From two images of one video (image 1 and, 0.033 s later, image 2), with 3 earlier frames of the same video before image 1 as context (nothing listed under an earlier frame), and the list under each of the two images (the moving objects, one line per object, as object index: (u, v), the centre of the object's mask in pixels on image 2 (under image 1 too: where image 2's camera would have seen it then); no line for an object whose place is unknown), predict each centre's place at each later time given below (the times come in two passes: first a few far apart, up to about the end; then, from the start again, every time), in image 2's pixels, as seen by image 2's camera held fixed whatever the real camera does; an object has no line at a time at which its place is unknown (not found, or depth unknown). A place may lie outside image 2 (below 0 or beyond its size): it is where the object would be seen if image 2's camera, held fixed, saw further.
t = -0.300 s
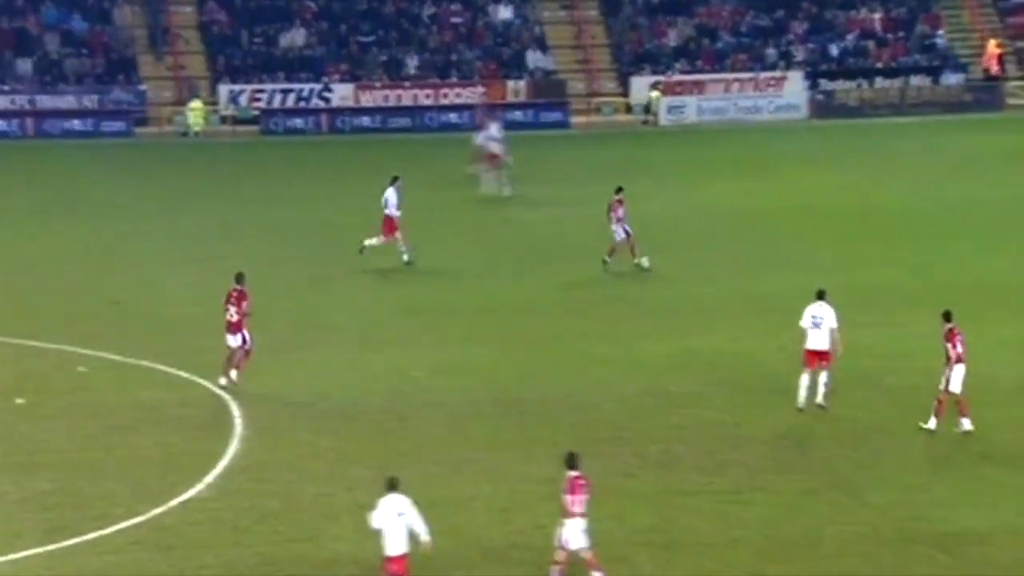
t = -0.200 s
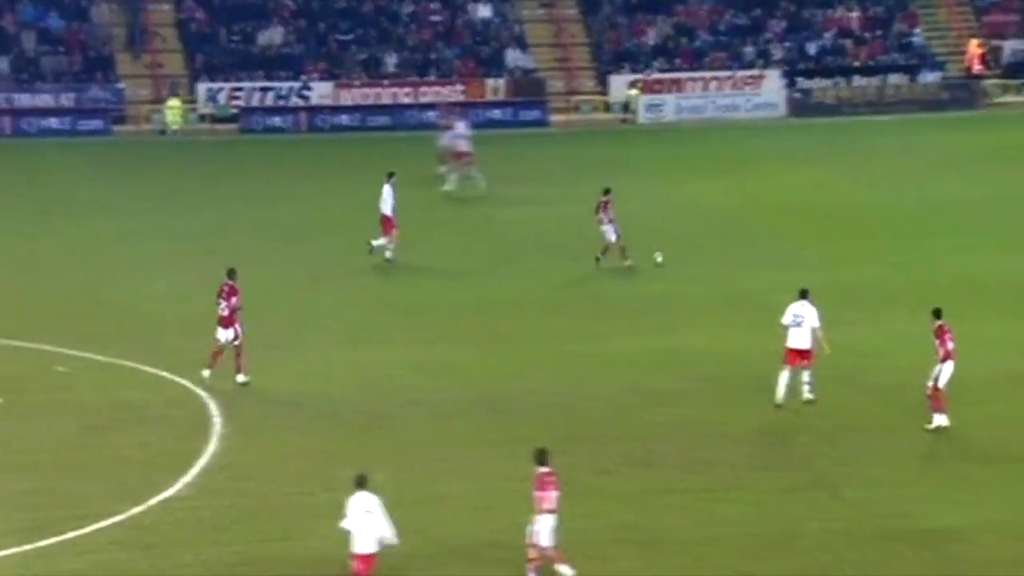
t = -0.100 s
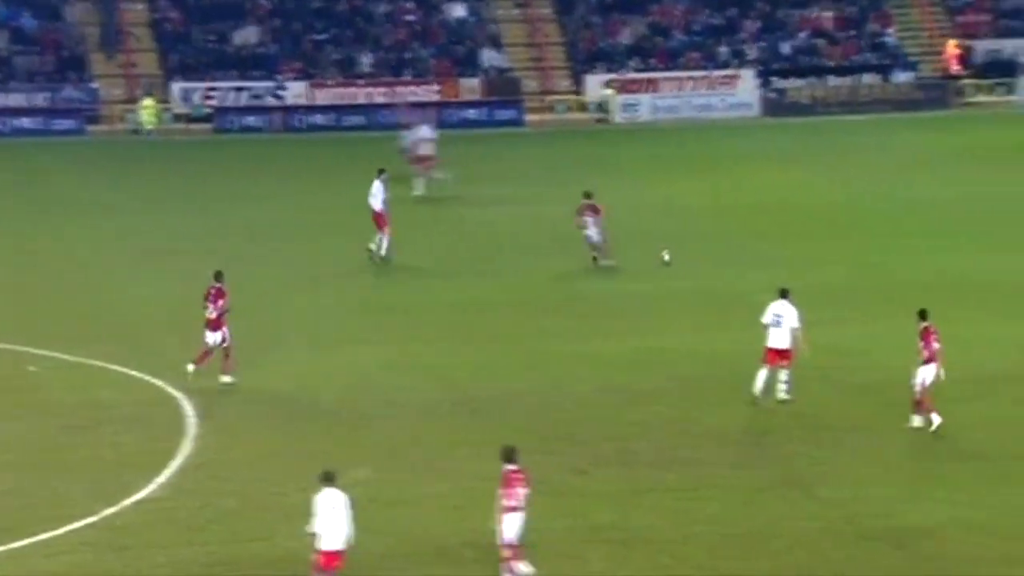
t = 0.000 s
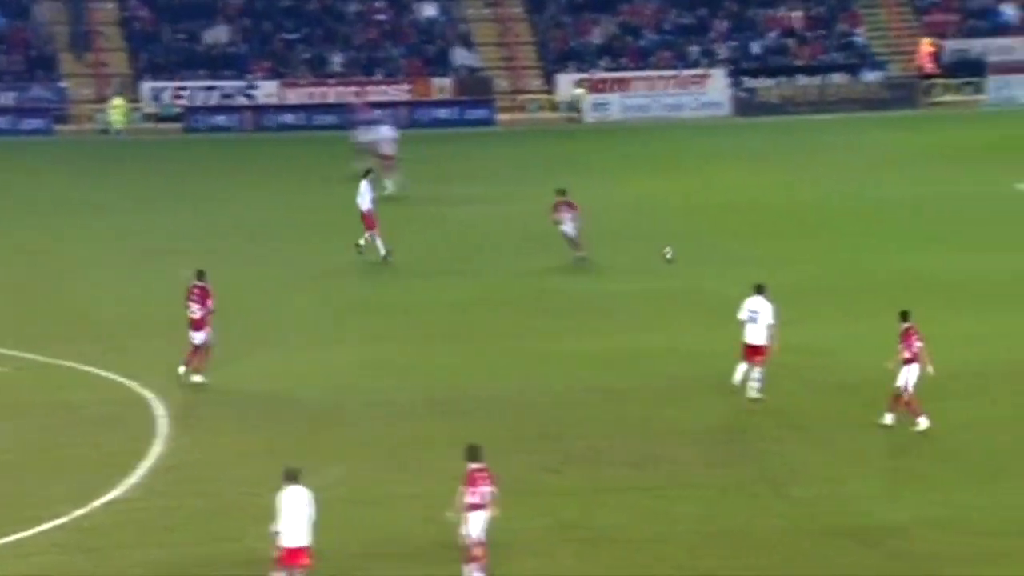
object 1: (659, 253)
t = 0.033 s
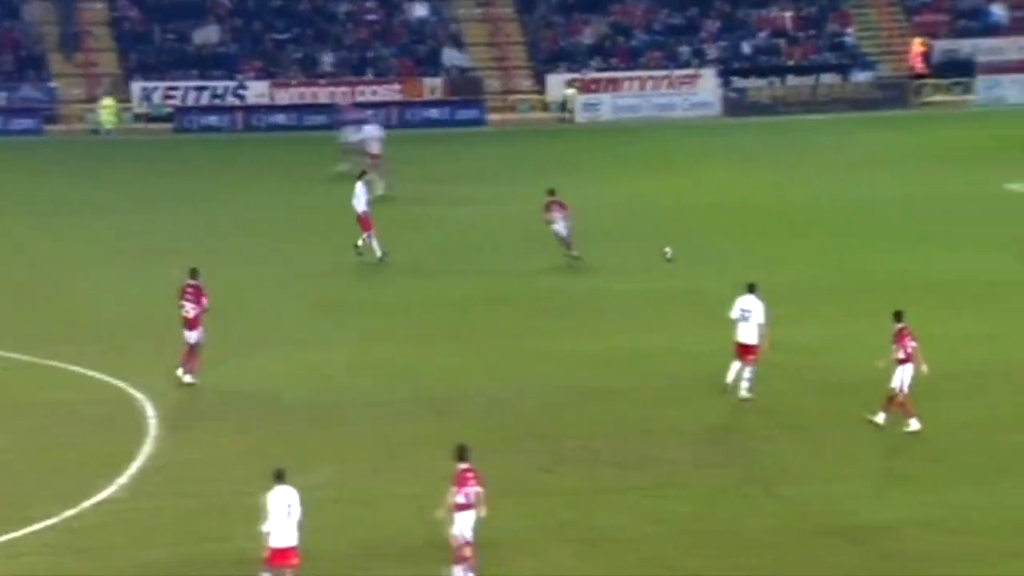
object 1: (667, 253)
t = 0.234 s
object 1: (722, 250)
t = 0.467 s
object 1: (777, 246)
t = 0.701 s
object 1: (825, 241)
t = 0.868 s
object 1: (852, 241)
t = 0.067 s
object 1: (678, 252)
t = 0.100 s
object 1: (686, 252)
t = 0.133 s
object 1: (696, 251)
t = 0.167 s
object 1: (705, 251)
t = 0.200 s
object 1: (715, 250)
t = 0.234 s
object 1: (722, 250)
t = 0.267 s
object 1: (731, 249)
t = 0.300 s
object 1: (739, 247)
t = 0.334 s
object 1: (747, 247)
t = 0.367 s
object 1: (756, 248)
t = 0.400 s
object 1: (763, 247)
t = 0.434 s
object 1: (769, 246)
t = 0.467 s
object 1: (777, 246)
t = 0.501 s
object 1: (785, 246)
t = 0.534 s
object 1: (791, 245)
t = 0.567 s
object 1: (799, 245)
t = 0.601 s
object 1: (805, 243)
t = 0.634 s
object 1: (811, 242)
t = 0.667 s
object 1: (819, 241)
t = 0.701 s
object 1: (825, 241)
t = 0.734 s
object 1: (831, 242)
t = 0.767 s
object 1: (838, 242)
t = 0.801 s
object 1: (842, 242)
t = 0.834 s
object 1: (847, 241)
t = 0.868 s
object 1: (852, 241)
